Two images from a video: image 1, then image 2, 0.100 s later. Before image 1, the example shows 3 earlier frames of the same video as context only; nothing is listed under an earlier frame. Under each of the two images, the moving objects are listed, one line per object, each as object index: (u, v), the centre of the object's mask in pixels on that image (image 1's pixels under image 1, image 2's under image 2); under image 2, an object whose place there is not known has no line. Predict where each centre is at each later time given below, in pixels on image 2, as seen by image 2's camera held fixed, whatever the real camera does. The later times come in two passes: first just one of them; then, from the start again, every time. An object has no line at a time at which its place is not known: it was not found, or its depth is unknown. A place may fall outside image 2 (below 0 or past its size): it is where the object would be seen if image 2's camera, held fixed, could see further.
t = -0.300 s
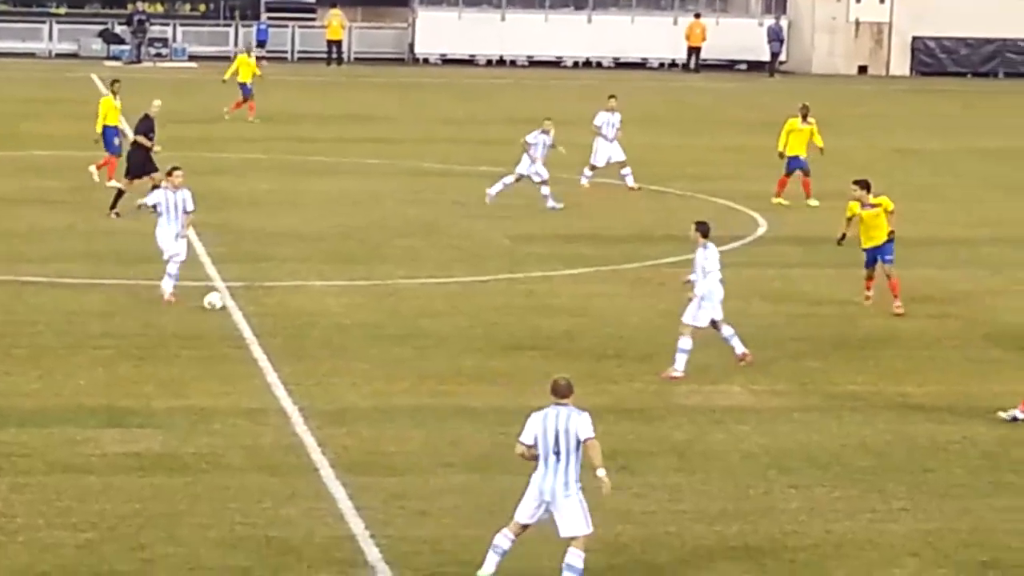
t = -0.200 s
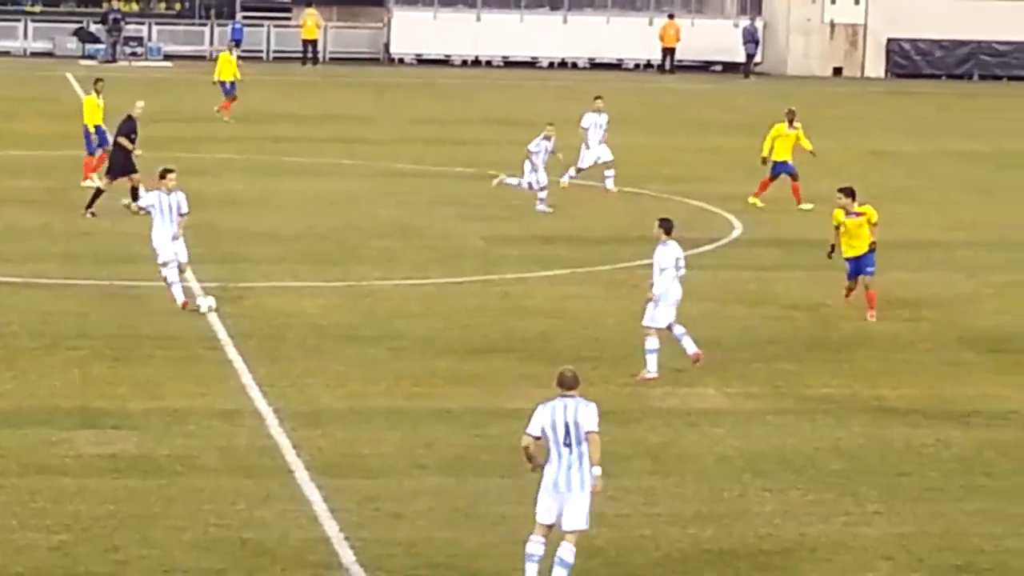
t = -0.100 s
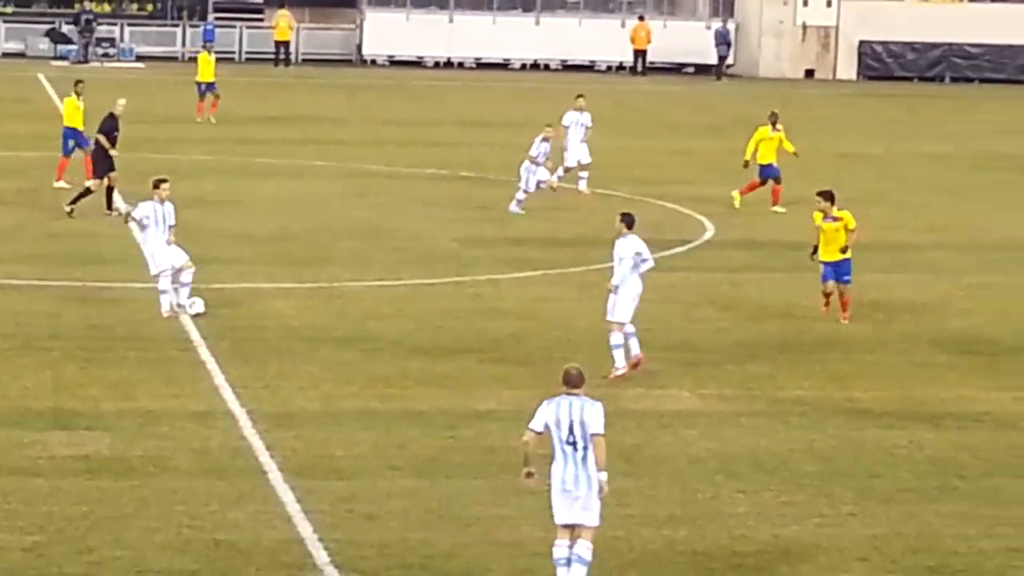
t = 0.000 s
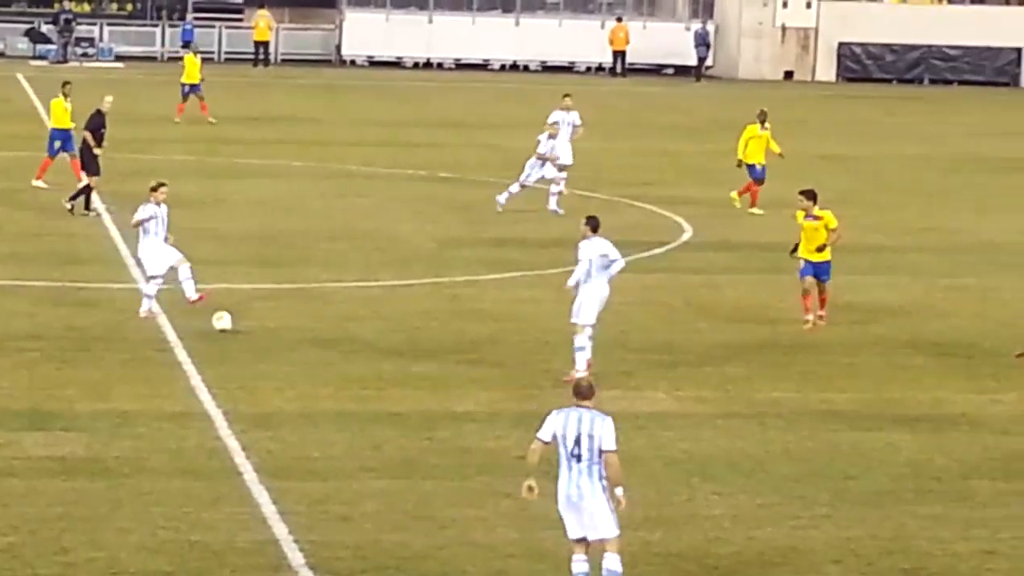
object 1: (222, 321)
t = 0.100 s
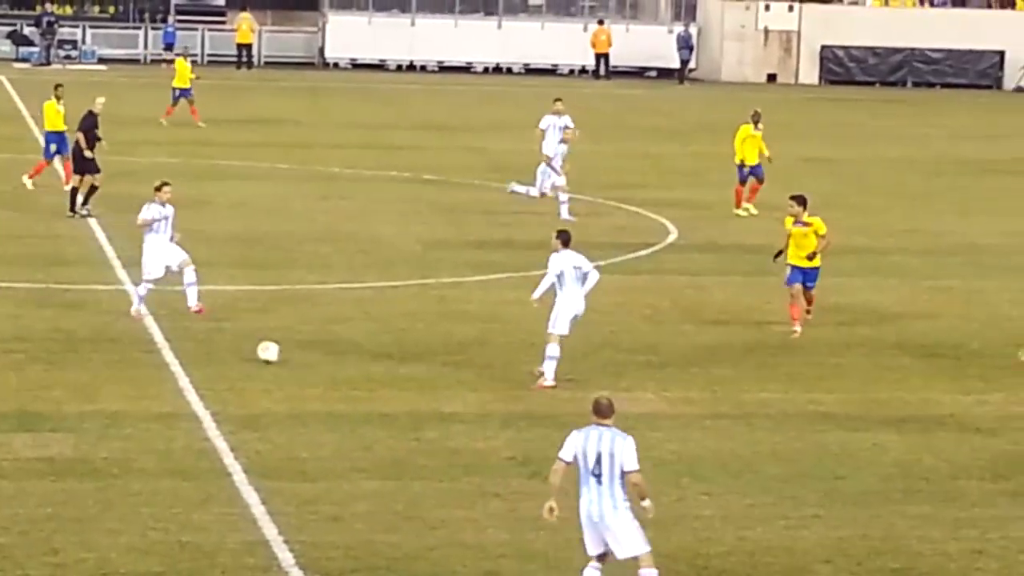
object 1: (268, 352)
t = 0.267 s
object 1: (361, 389)
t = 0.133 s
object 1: (288, 363)
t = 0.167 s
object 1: (307, 369)
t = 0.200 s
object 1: (325, 374)
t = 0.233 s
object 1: (344, 381)
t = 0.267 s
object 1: (361, 389)
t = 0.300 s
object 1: (381, 398)
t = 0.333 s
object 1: (399, 410)
